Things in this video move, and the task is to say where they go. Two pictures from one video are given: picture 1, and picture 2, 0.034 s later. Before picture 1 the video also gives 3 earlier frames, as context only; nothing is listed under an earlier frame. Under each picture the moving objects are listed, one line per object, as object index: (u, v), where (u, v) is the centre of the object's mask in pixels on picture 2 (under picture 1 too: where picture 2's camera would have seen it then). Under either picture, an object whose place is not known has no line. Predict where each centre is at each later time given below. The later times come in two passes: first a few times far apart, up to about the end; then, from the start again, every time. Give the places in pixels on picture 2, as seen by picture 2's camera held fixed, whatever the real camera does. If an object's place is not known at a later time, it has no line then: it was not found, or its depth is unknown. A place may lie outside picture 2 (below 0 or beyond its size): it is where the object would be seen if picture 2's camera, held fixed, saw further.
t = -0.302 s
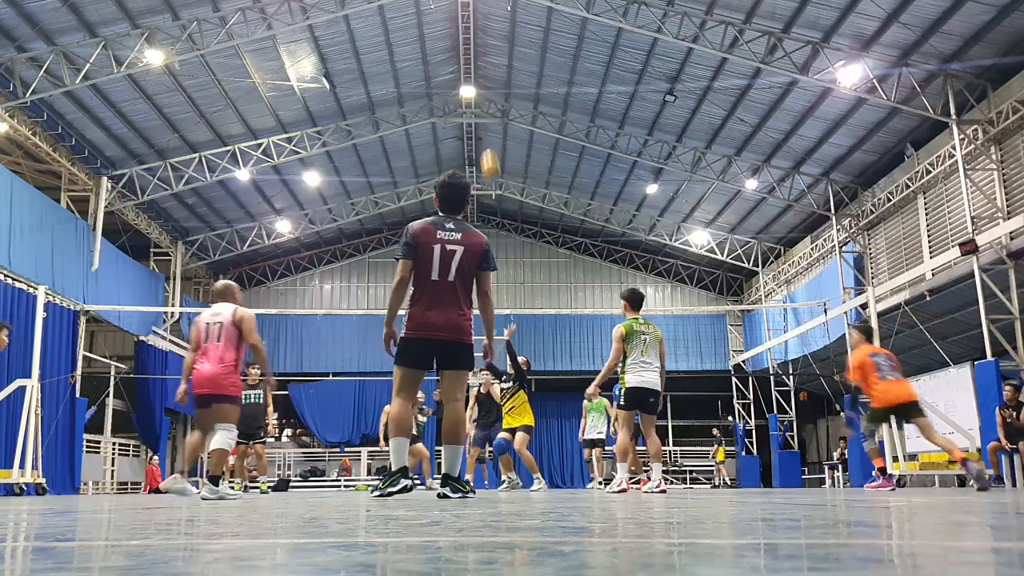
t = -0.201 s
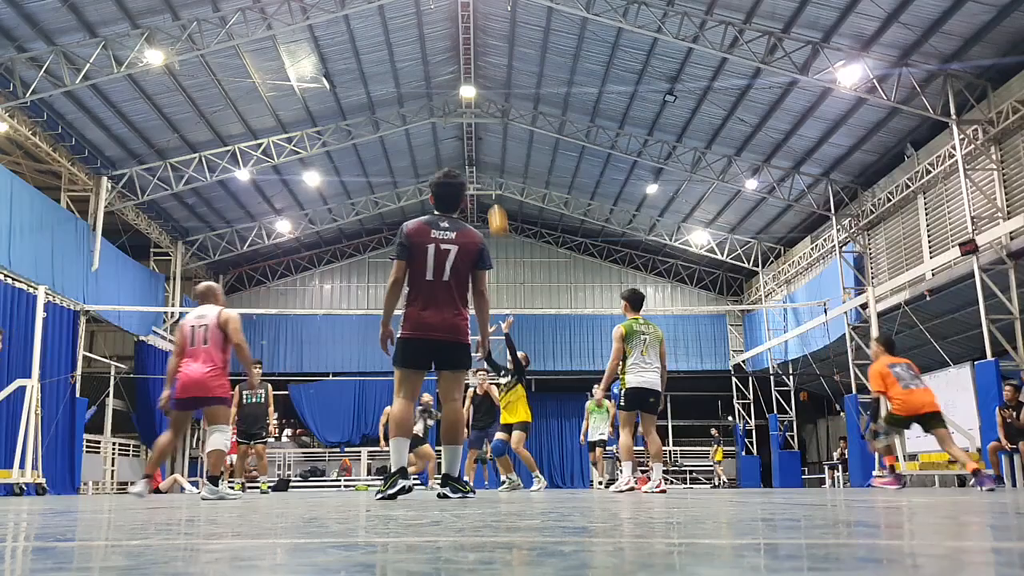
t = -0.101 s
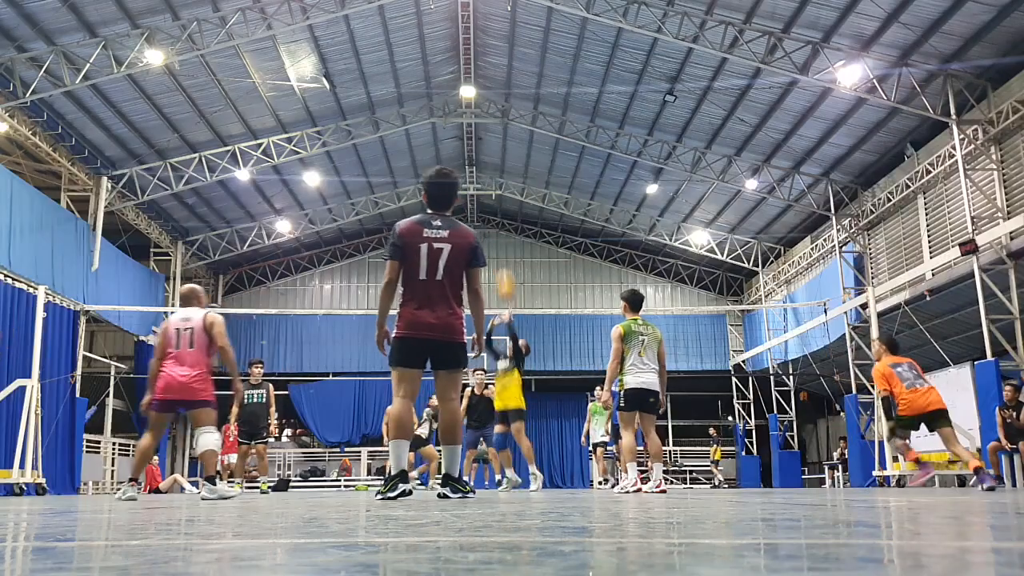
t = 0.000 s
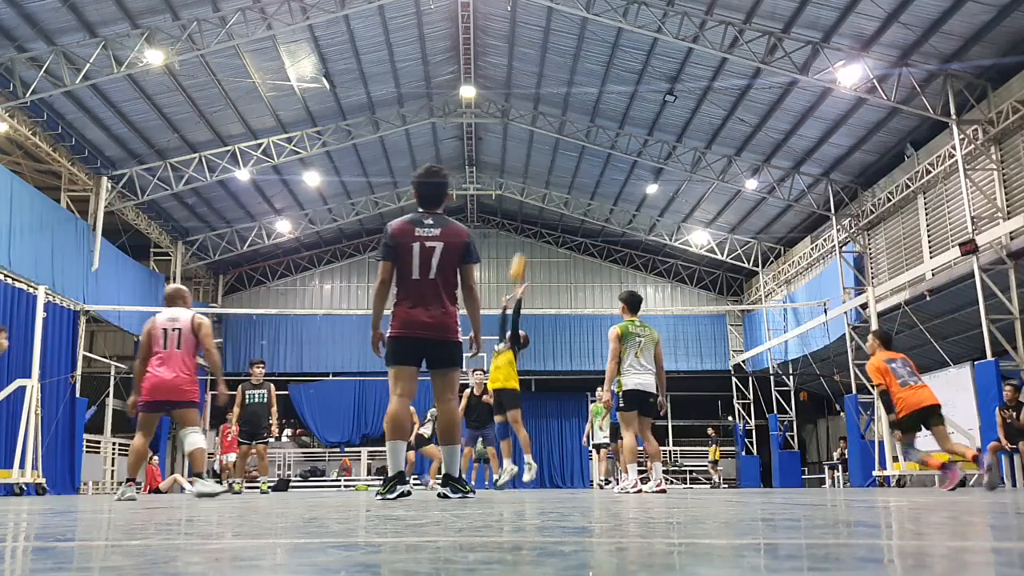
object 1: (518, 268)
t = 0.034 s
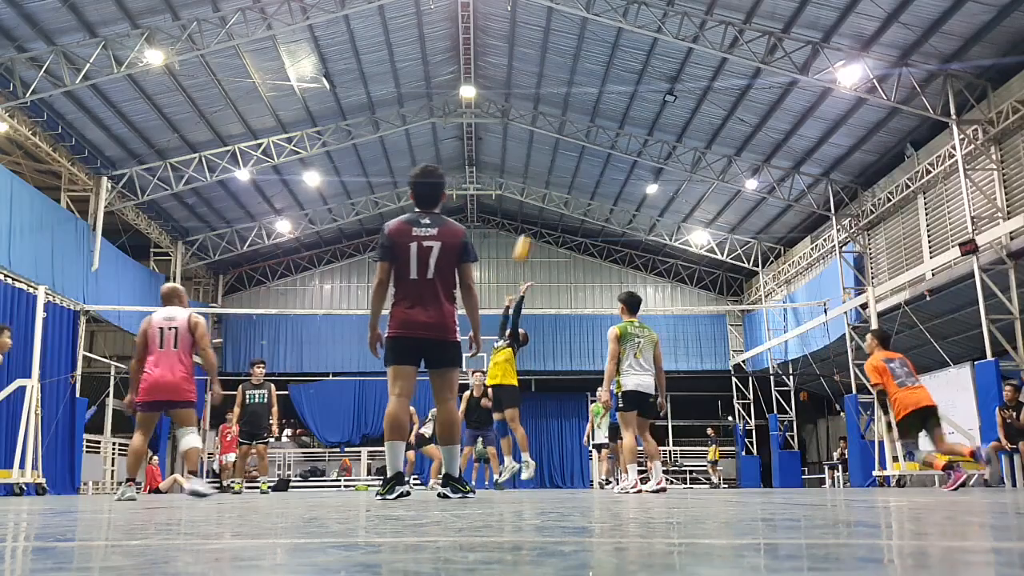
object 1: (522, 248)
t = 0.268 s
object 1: (551, 153)
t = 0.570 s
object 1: (584, 106)
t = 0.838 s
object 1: (611, 122)
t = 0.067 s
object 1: (528, 231)
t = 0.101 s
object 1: (531, 216)
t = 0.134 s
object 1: (535, 202)
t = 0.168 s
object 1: (540, 187)
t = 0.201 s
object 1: (543, 175)
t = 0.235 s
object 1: (547, 164)
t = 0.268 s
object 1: (551, 153)
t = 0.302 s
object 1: (555, 144)
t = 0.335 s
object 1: (559, 136)
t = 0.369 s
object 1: (562, 128)
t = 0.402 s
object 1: (566, 123)
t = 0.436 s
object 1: (570, 118)
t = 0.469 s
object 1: (574, 113)
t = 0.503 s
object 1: (577, 110)
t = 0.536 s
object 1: (581, 108)
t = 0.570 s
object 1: (584, 106)
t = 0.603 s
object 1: (587, 105)
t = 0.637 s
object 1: (591, 105)
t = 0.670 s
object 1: (594, 106)
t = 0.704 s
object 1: (597, 108)
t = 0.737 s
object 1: (601, 110)
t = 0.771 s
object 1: (604, 113)
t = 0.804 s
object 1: (607, 118)
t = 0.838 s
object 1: (611, 122)
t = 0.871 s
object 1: (614, 128)
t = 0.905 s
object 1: (617, 134)
